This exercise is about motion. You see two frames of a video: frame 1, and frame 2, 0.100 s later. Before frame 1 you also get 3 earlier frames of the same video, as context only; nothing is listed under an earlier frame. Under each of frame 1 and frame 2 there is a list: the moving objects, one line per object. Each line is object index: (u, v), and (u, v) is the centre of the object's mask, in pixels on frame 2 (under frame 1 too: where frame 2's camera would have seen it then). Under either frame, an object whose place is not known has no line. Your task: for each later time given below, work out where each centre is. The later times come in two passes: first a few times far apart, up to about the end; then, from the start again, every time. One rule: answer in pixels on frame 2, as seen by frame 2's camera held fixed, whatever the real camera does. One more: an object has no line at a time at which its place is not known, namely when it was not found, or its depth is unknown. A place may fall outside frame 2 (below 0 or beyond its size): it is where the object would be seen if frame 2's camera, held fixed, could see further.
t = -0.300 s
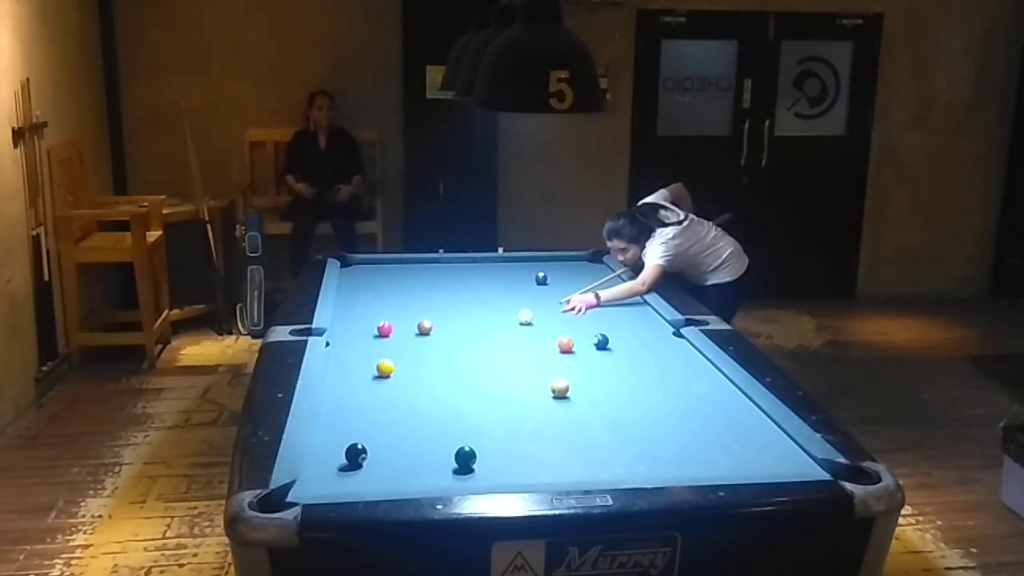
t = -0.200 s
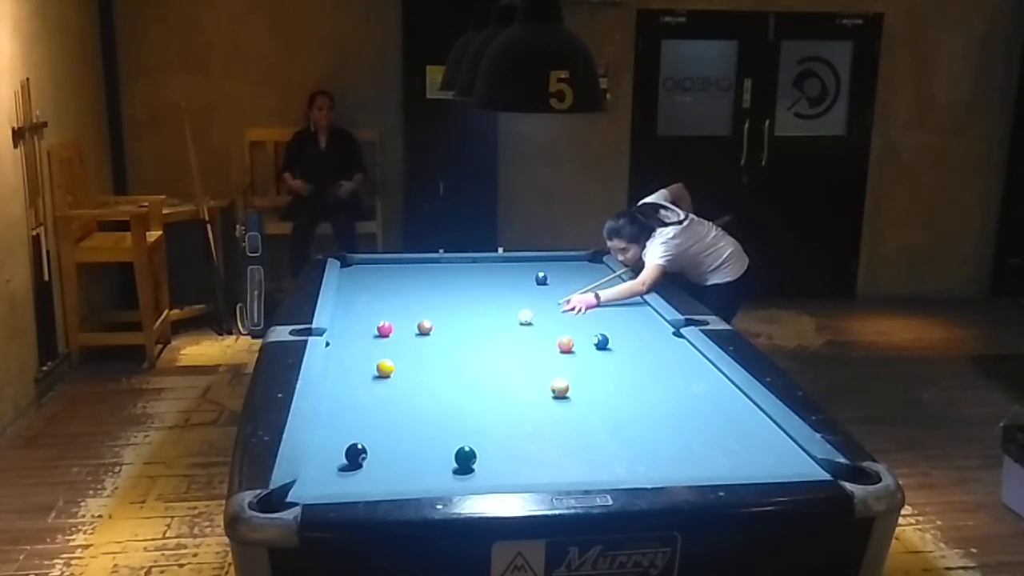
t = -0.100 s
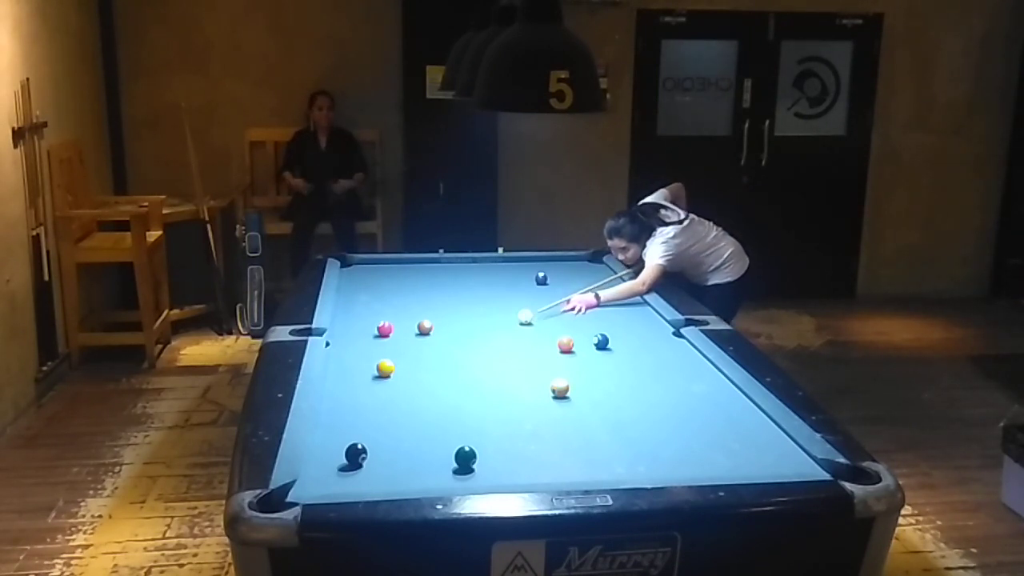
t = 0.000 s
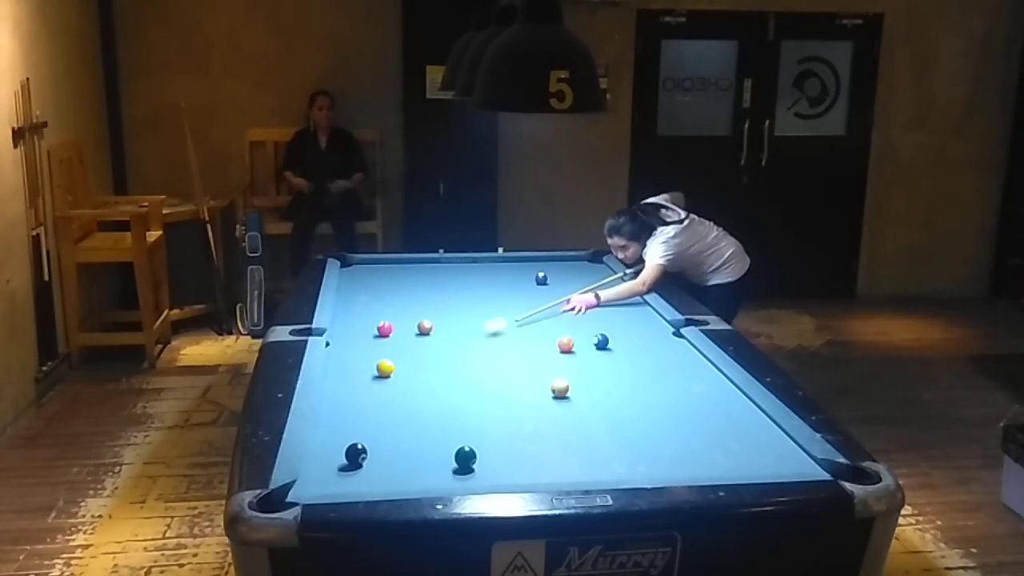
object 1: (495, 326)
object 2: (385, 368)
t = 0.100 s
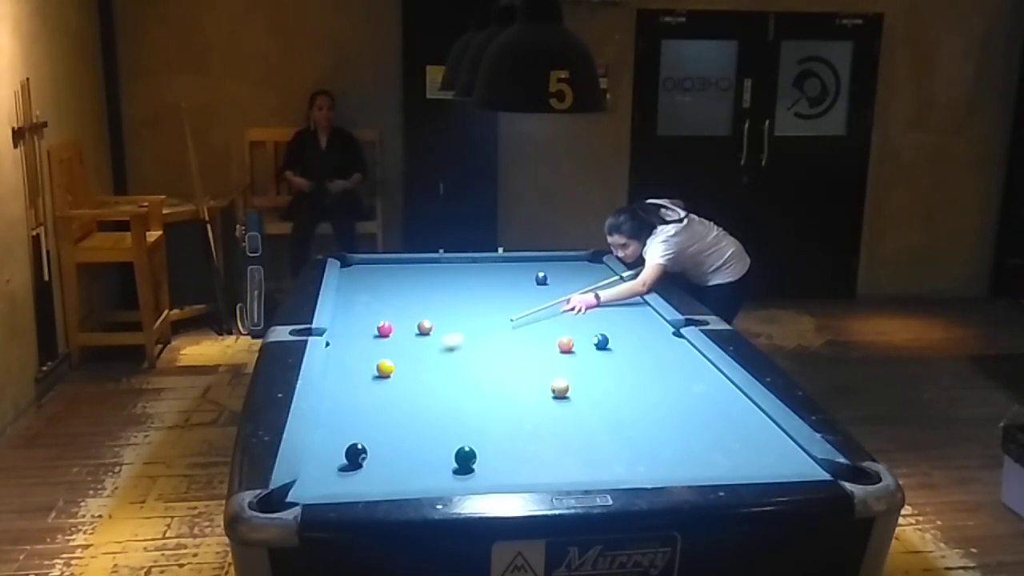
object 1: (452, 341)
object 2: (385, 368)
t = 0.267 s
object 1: (386, 358)
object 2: (384, 369)
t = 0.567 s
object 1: (361, 362)
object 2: (360, 408)
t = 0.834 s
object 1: (413, 358)
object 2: (335, 446)
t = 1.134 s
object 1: (467, 354)
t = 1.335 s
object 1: (501, 351)
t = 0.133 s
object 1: (439, 345)
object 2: (385, 368)
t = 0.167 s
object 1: (425, 350)
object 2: (385, 368)
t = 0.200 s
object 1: (412, 354)
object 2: (385, 368)
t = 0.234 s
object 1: (399, 358)
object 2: (385, 368)
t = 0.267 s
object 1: (386, 358)
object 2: (384, 369)
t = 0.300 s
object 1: (373, 361)
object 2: (381, 374)
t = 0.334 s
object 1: (362, 362)
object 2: (379, 378)
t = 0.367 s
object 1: (350, 363)
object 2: (376, 383)
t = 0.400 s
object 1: (338, 364)
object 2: (373, 387)
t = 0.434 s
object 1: (332, 365)
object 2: (371, 391)
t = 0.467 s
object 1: (340, 364)
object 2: (368, 395)
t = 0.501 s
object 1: (347, 364)
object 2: (366, 399)
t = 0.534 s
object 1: (354, 363)
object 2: (363, 404)
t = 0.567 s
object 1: (361, 362)
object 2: (360, 408)
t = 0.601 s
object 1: (368, 362)
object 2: (357, 412)
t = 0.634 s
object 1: (374, 361)
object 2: (354, 417)
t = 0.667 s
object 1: (381, 361)
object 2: (352, 422)
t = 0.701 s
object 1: (388, 360)
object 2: (348, 426)
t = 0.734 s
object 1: (394, 359)
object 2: (345, 430)
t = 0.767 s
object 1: (400, 359)
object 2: (342, 436)
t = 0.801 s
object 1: (407, 358)
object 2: (339, 440)
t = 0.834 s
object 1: (413, 358)
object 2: (335, 446)
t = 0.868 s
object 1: (419, 358)
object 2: (332, 452)
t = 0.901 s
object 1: (425, 358)
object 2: (329, 457)
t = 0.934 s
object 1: (432, 357)
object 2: (326, 462)
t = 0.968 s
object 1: (437, 357)
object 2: (322, 468)
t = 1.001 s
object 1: (444, 356)
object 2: (318, 474)
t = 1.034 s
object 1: (450, 355)
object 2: (314, 480)
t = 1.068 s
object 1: (456, 355)
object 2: (310, 485)
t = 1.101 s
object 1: (461, 354)
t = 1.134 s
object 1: (467, 354)
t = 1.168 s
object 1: (473, 354)
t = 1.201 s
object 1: (478, 353)
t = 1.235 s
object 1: (484, 353)
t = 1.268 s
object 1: (490, 352)
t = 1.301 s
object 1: (495, 352)
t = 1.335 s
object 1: (501, 351)
